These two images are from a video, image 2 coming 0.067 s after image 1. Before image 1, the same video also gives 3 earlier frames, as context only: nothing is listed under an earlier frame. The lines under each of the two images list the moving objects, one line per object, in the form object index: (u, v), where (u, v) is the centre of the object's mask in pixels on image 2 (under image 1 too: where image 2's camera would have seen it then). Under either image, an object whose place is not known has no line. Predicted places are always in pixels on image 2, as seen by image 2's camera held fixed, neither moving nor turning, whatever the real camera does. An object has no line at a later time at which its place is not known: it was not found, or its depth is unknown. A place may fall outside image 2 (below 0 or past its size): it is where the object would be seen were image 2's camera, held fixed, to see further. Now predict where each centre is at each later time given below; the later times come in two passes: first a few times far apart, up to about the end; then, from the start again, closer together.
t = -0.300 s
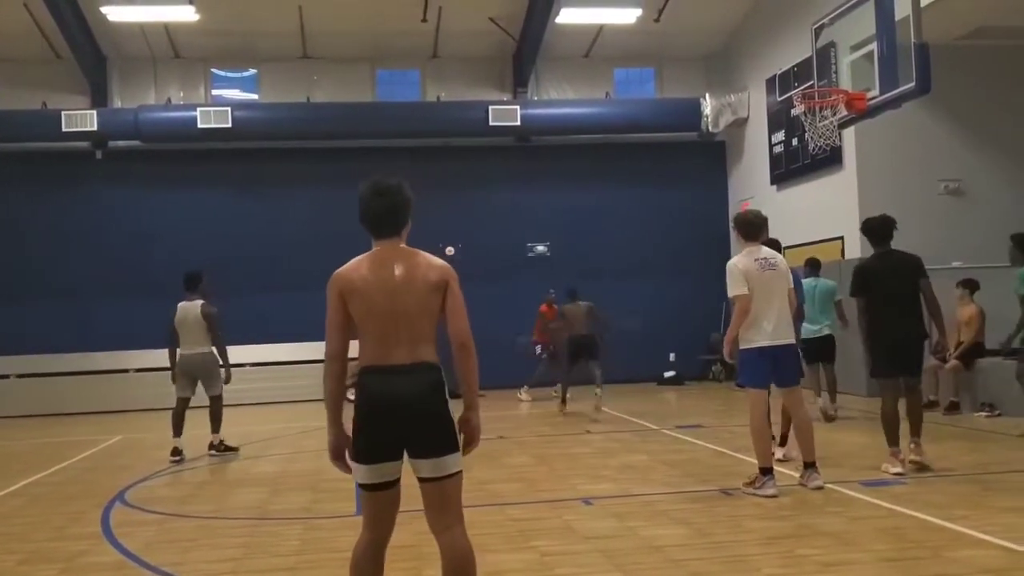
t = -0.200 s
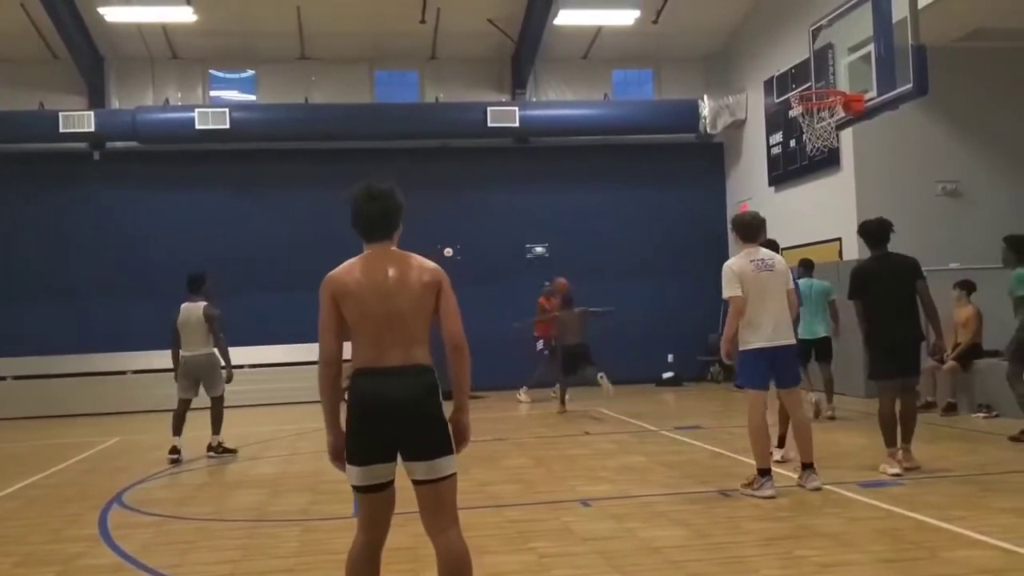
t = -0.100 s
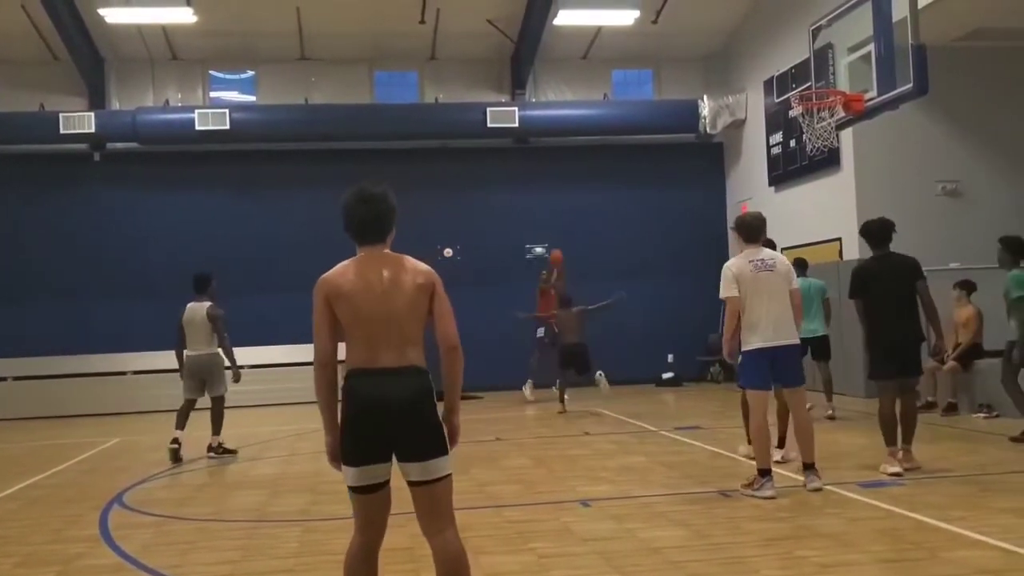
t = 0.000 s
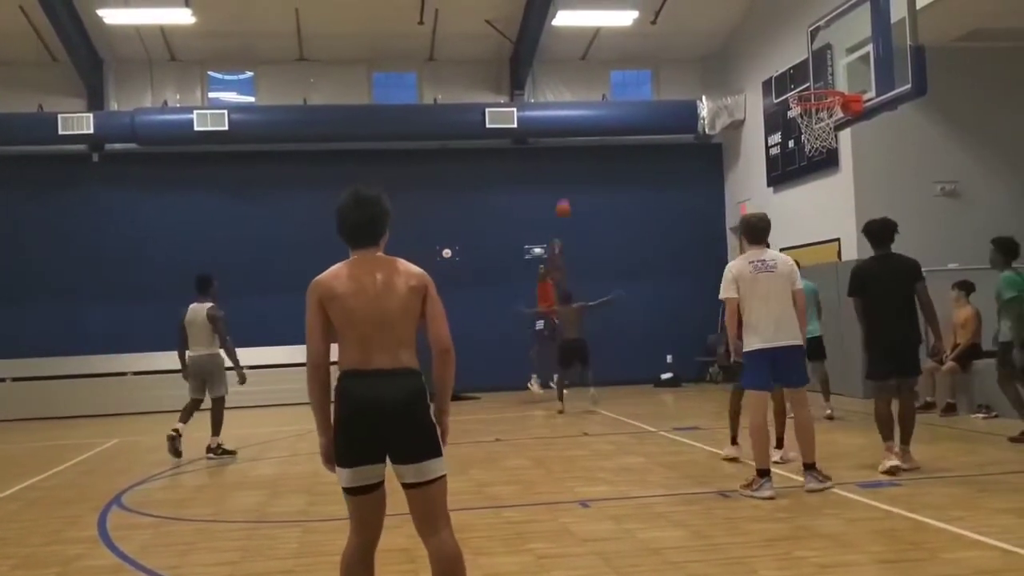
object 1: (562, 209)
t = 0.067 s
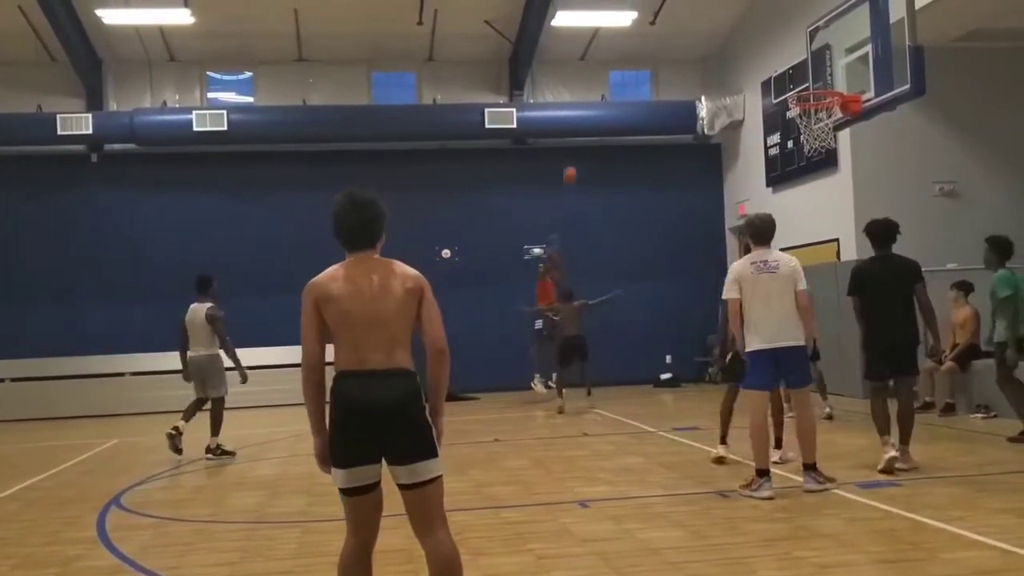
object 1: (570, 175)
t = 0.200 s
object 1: (586, 115)
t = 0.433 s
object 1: (617, 33)
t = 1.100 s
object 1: (745, 1)
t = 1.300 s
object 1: (798, 66)
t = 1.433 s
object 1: (836, 138)
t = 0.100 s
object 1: (574, 159)
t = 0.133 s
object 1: (578, 145)
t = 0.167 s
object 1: (582, 130)
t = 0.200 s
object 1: (586, 115)
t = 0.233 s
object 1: (589, 103)
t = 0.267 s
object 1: (594, 88)
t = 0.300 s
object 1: (598, 76)
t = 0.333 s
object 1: (602, 64)
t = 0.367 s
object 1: (607, 54)
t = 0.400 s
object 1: (612, 43)
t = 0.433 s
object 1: (617, 33)
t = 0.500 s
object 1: (627, 13)
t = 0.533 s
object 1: (631, 5)
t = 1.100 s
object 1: (745, 1)
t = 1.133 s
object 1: (754, 6)
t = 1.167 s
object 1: (762, 12)
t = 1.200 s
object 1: (770, 24)
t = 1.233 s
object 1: (779, 37)
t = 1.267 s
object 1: (790, 52)
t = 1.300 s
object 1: (798, 66)
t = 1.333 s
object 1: (810, 81)
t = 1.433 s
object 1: (836, 138)
